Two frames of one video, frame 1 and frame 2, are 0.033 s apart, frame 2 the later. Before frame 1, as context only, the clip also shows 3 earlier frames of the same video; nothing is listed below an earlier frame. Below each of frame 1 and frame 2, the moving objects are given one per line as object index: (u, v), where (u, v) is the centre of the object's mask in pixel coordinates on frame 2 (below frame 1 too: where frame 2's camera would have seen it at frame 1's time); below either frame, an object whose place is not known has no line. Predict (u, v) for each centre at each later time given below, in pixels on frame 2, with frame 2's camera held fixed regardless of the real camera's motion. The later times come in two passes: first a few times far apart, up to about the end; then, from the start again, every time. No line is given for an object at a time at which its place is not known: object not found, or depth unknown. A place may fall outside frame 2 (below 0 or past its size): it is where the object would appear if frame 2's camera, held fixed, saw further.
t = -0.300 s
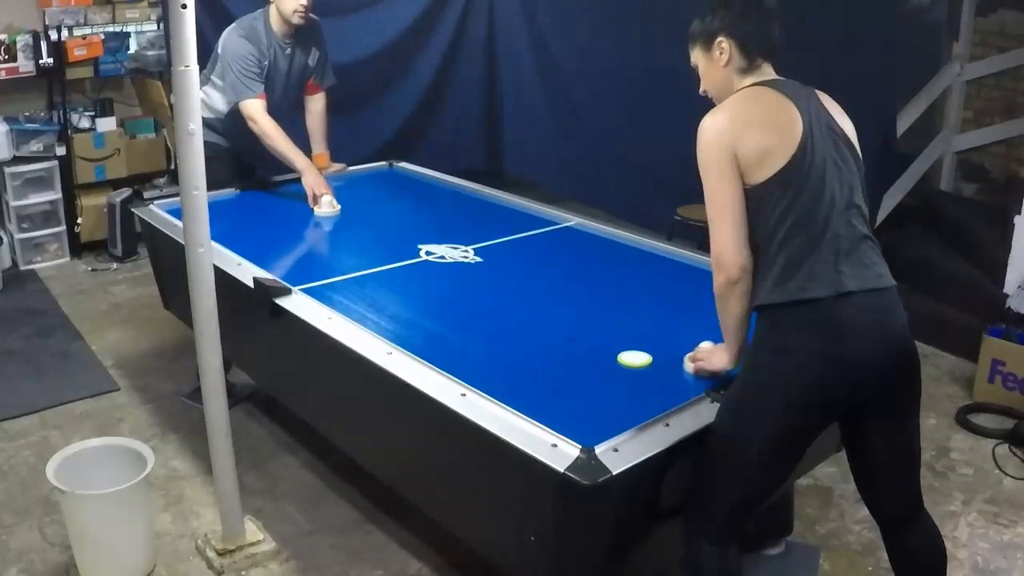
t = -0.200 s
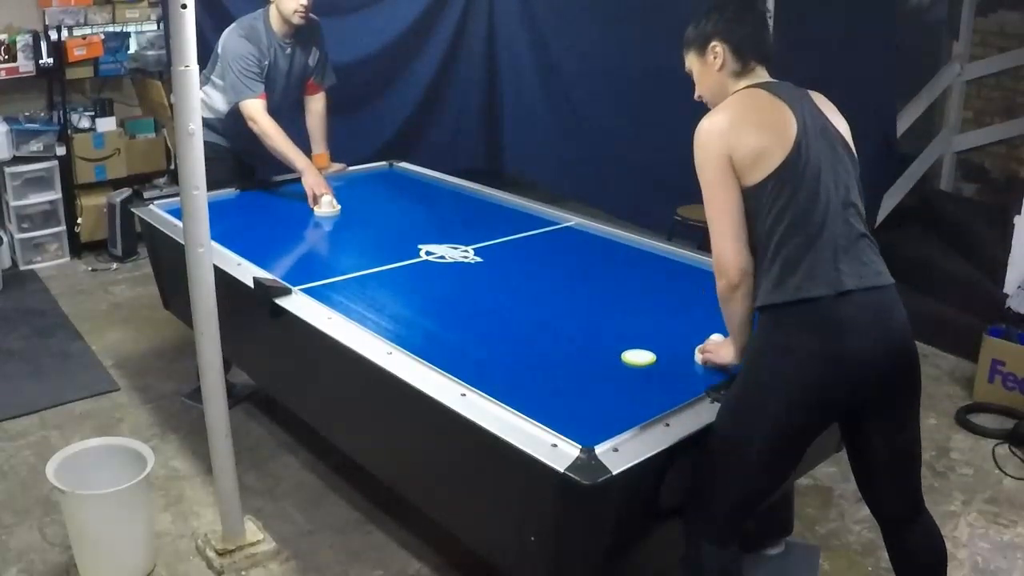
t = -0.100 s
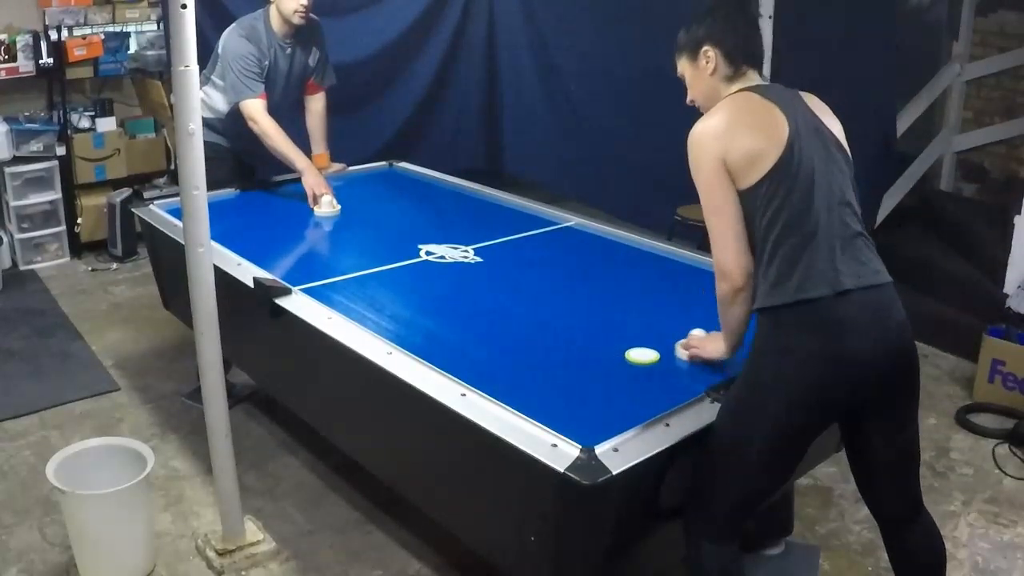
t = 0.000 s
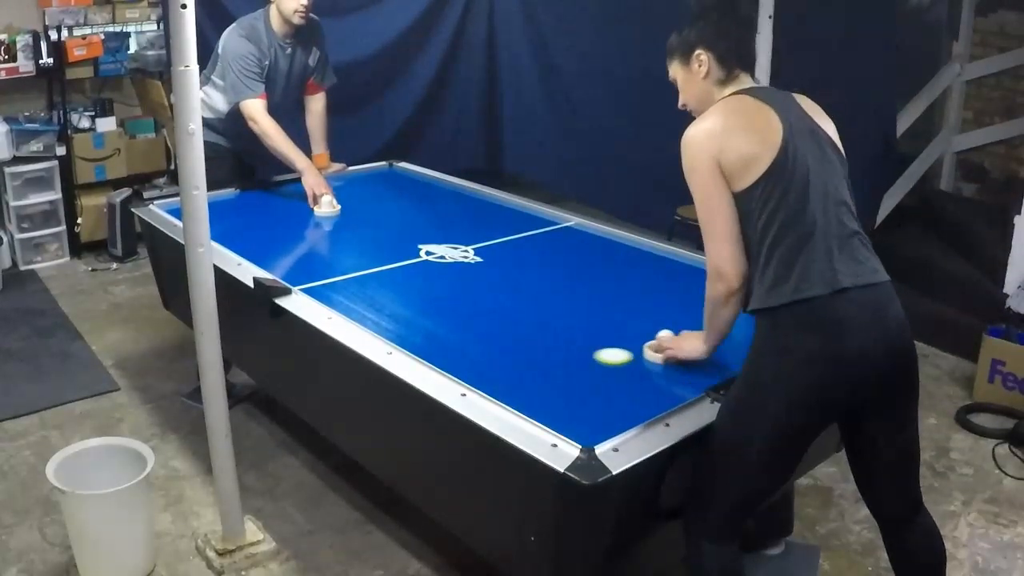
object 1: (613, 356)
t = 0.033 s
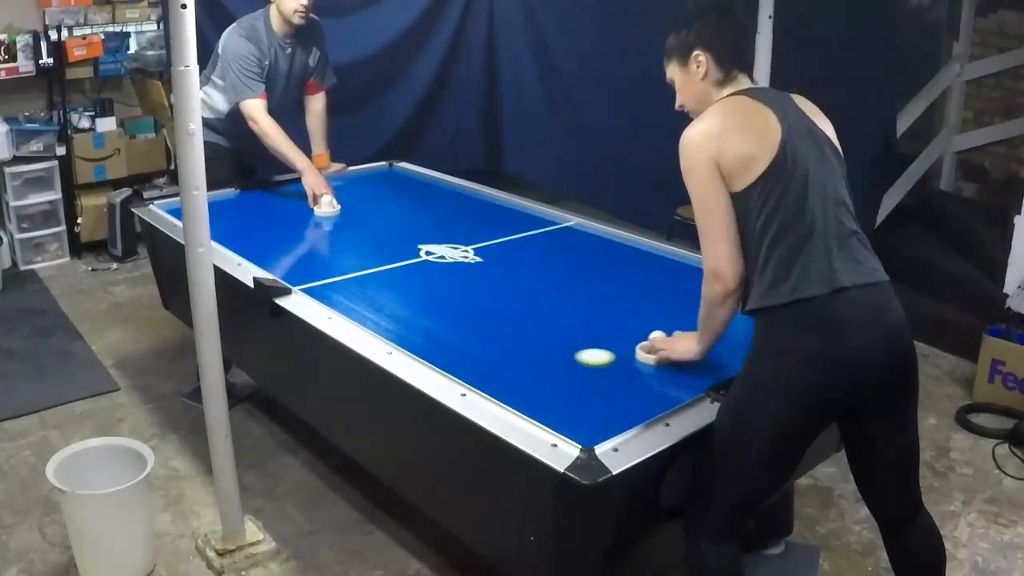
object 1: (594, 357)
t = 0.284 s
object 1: (455, 360)
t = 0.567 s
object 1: (475, 321)
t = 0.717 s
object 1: (496, 301)
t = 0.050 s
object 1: (585, 357)
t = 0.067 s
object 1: (576, 357)
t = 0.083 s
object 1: (567, 357)
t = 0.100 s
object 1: (558, 358)
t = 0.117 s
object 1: (548, 358)
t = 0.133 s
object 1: (539, 358)
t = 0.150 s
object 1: (530, 359)
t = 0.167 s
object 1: (520, 359)
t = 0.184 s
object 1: (511, 359)
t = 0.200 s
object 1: (502, 359)
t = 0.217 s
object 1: (492, 359)
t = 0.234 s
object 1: (483, 359)
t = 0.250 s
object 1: (474, 360)
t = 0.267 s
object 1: (464, 360)
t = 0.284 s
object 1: (455, 360)
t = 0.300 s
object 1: (446, 360)
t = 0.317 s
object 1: (439, 359)
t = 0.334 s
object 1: (439, 357)
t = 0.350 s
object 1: (441, 355)
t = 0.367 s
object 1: (443, 352)
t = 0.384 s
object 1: (446, 349)
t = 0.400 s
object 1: (449, 347)
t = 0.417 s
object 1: (452, 344)
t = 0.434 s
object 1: (455, 341)
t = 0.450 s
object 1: (457, 339)
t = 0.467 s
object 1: (460, 336)
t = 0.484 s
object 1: (463, 333)
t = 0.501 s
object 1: (465, 331)
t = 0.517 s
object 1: (468, 329)
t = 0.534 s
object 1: (470, 326)
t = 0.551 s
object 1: (473, 324)
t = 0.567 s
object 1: (475, 321)
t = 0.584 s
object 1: (478, 319)
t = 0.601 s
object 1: (480, 317)
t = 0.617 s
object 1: (482, 314)
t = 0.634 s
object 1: (485, 312)
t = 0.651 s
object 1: (487, 310)
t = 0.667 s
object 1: (489, 308)
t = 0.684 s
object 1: (492, 305)
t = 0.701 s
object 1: (494, 303)
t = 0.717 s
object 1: (496, 301)
